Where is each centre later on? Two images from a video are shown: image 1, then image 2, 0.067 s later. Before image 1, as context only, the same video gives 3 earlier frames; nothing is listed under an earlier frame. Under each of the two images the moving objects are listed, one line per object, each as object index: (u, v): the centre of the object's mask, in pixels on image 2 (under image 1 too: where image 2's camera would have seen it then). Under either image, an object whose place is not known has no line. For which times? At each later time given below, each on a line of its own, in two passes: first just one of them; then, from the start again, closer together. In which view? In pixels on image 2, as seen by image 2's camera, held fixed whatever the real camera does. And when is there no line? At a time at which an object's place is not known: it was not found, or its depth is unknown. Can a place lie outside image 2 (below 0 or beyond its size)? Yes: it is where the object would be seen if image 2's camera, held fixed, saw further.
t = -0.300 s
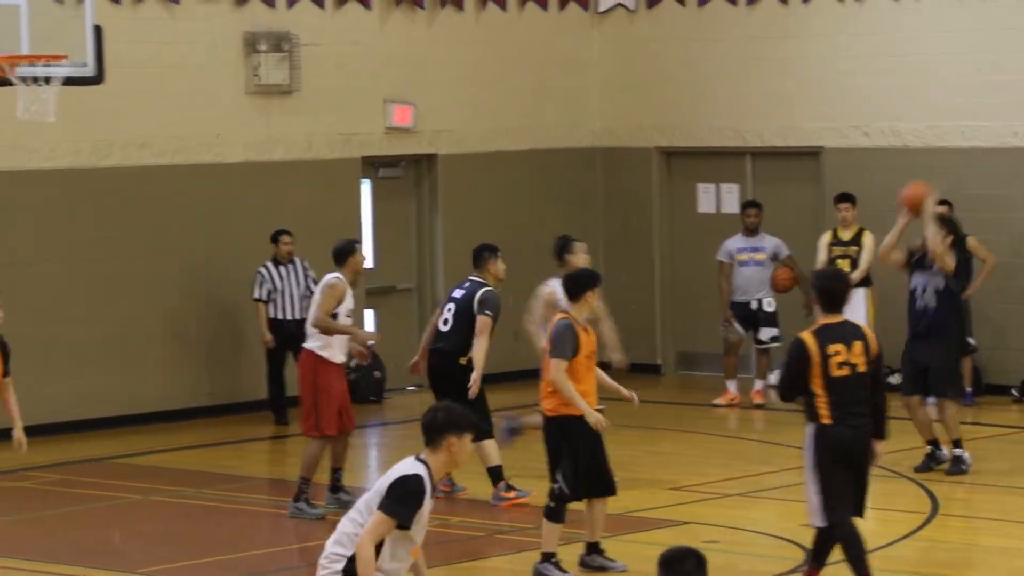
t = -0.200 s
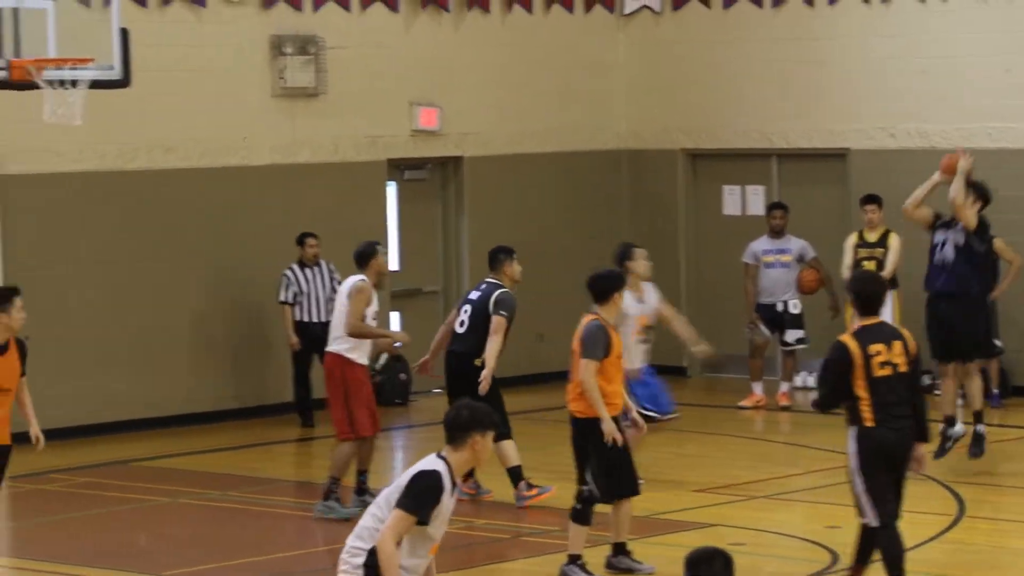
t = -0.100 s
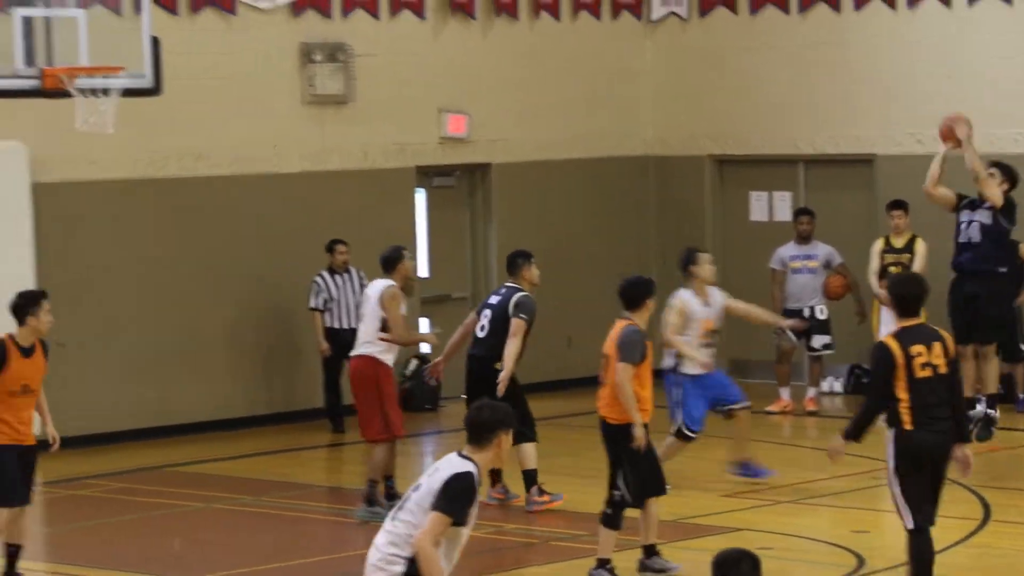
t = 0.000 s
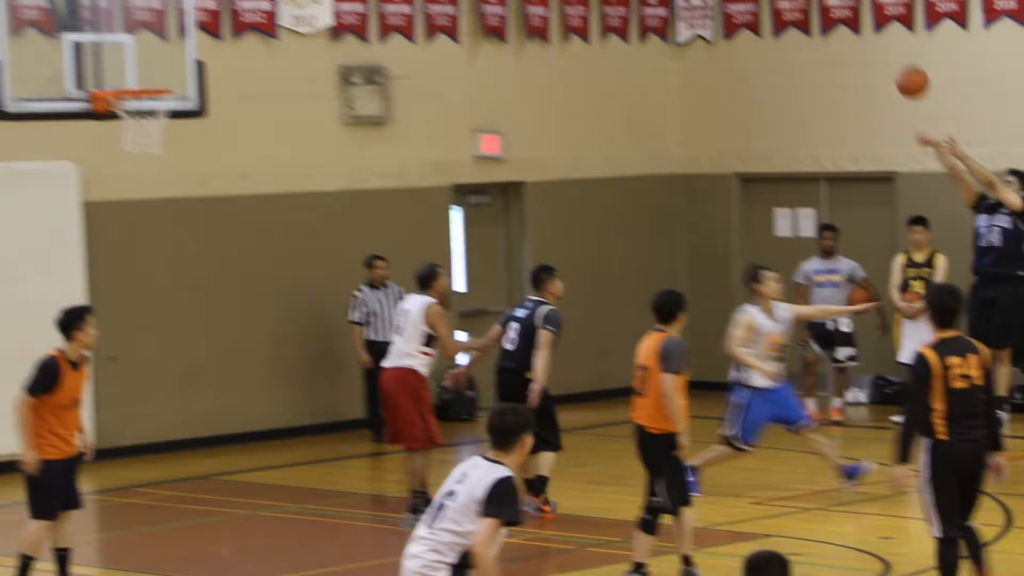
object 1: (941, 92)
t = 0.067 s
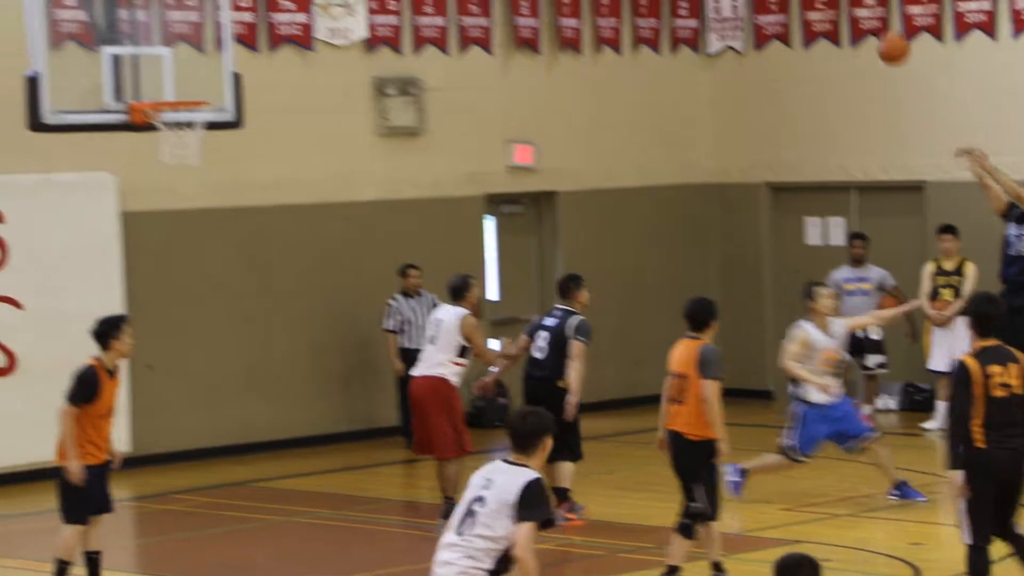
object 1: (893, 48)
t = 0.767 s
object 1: (396, -69)
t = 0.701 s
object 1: (443, -79)
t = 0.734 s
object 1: (418, -76)
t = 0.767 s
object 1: (396, -69)
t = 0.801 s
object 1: (373, -55)
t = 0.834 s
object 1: (349, -43)
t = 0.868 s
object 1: (325, -29)
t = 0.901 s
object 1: (302, -14)
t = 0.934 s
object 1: (279, 2)
